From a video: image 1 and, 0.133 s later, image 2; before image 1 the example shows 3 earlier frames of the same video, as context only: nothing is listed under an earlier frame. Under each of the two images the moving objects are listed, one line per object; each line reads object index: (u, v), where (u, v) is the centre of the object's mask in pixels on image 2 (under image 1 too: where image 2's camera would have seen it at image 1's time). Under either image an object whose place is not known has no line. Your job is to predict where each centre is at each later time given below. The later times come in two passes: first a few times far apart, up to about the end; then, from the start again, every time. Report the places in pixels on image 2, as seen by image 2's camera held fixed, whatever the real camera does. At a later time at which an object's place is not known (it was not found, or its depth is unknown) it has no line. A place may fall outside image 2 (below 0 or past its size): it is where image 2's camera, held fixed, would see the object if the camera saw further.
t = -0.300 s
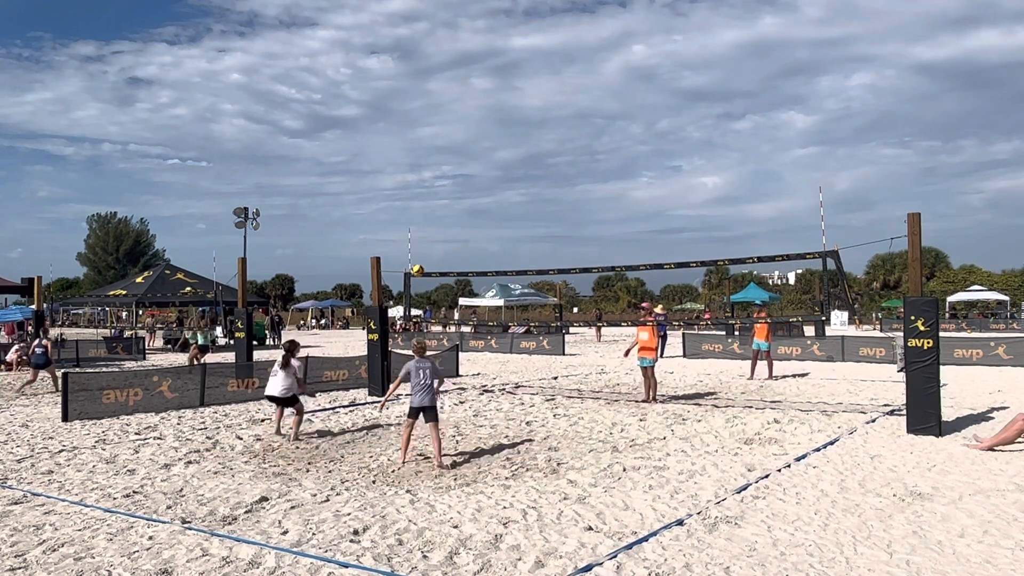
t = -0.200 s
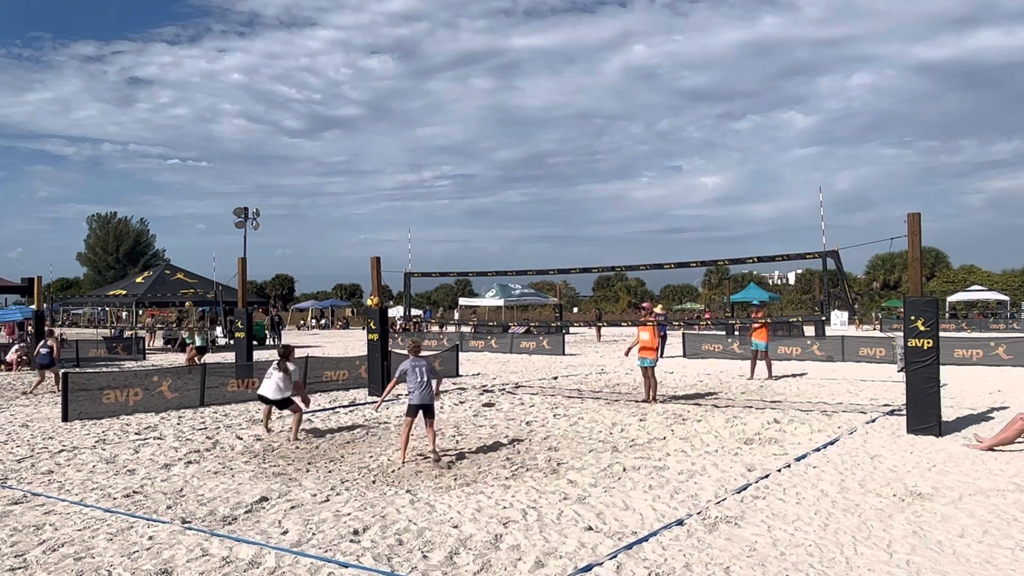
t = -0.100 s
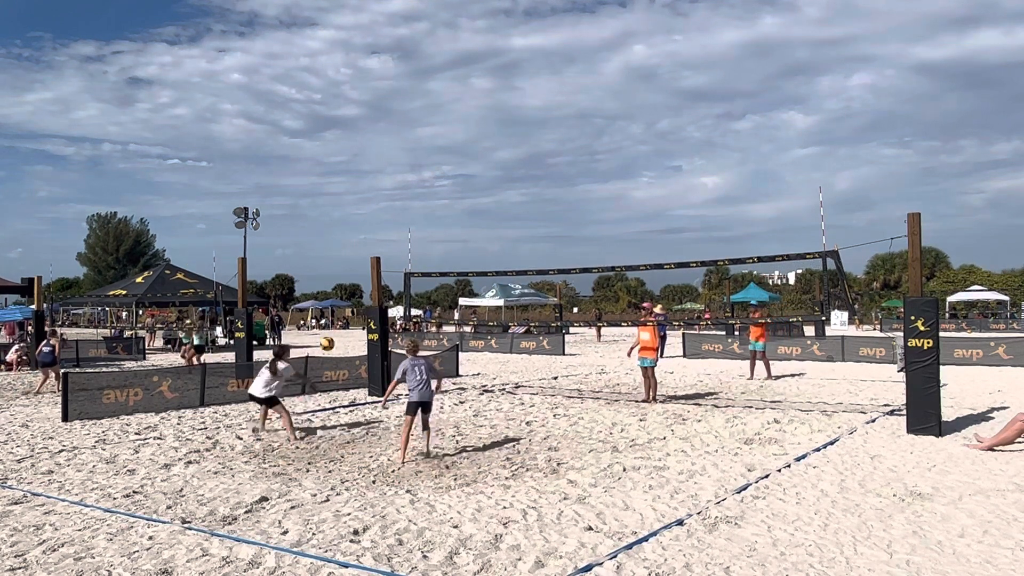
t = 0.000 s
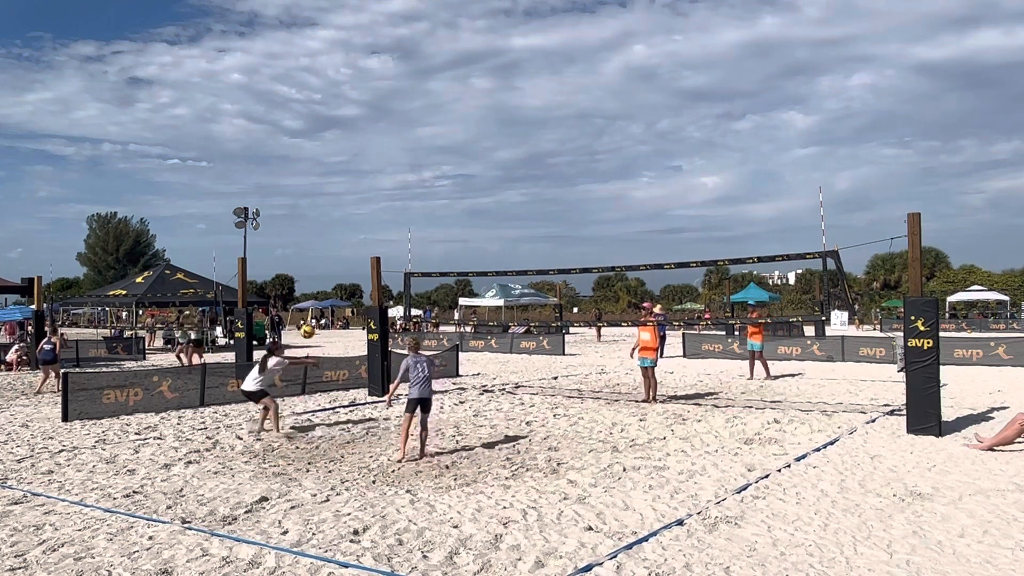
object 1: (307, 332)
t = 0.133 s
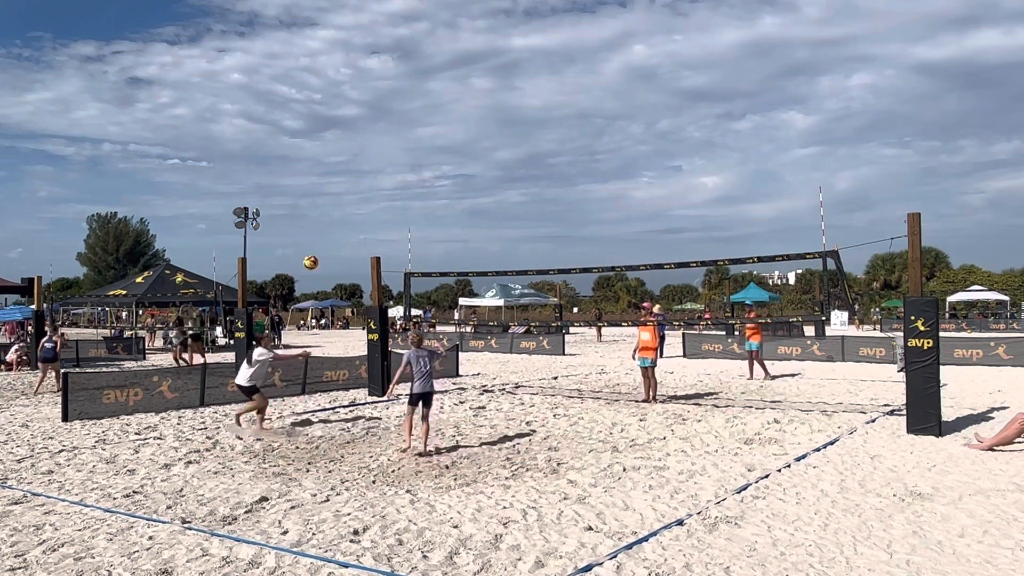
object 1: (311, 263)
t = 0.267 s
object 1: (314, 207)
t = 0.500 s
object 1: (319, 139)
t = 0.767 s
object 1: (324, 108)
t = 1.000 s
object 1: (331, 118)
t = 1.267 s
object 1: (338, 175)
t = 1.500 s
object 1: (347, 261)
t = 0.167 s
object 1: (311, 247)
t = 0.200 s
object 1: (312, 233)
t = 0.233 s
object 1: (313, 220)
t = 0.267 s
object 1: (314, 207)
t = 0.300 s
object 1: (315, 195)
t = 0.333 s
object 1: (315, 184)
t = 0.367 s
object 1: (316, 174)
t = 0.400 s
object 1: (317, 164)
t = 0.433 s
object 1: (317, 155)
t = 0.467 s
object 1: (318, 147)
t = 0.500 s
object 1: (319, 139)
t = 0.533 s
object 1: (319, 132)
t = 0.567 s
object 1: (320, 127)
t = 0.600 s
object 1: (321, 122)
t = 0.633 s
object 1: (322, 118)
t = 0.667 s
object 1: (322, 114)
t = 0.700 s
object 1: (323, 111)
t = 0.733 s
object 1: (324, 109)
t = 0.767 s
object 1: (324, 108)
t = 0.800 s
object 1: (325, 107)
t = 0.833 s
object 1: (326, 107)
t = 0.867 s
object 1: (327, 108)
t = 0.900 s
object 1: (328, 110)
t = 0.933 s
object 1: (329, 112)
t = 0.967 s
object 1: (330, 115)
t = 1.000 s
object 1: (331, 118)
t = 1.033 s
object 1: (331, 123)
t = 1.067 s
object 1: (332, 128)
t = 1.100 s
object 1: (333, 134)
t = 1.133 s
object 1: (334, 141)
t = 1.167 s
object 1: (335, 148)
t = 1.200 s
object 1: (336, 157)
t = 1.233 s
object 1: (338, 165)
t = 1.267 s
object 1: (338, 175)
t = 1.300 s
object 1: (340, 185)
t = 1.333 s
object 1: (341, 196)
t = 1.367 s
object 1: (342, 207)
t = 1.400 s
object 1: (343, 219)
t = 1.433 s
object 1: (345, 233)
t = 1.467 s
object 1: (346, 246)
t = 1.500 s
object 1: (347, 261)
